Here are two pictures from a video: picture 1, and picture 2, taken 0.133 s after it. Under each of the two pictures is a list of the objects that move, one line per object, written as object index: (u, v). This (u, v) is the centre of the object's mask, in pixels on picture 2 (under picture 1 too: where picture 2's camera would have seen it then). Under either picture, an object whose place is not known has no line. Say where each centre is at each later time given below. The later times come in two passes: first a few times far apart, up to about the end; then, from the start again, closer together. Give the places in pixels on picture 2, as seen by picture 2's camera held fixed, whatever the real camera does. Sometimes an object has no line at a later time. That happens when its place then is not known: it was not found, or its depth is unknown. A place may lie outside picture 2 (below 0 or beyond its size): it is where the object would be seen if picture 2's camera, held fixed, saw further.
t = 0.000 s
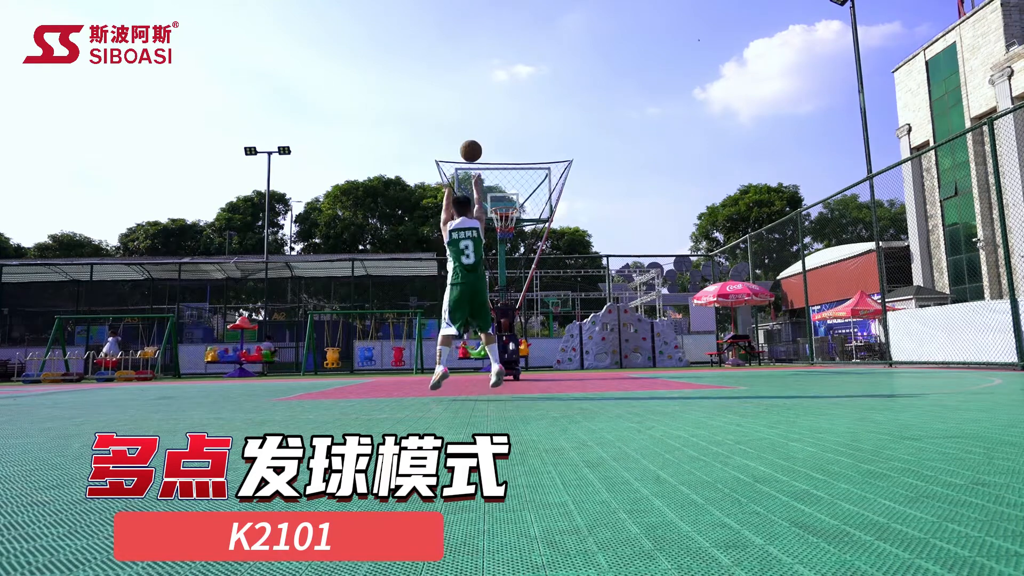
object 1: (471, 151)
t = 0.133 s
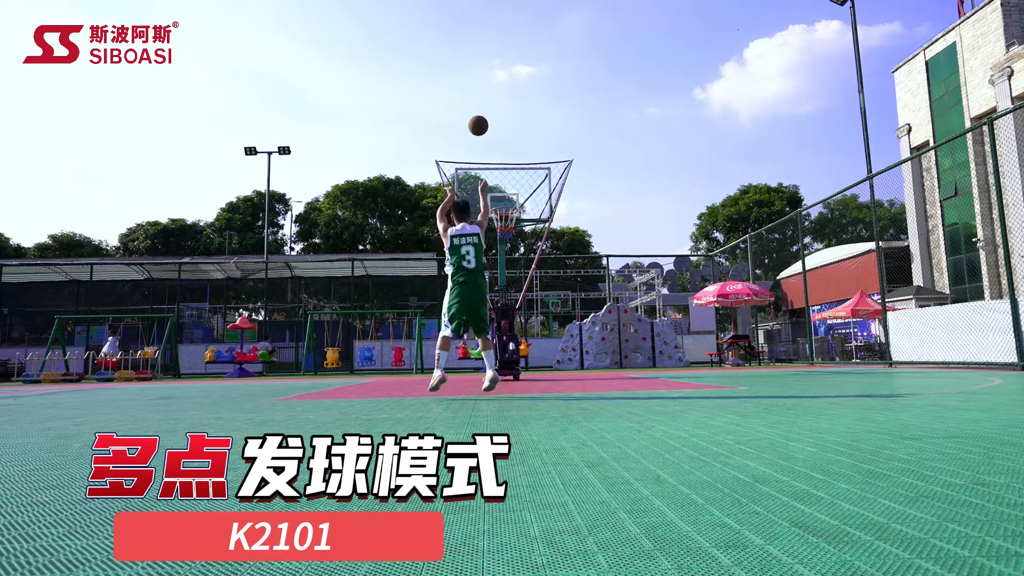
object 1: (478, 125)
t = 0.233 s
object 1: (484, 116)
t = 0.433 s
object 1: (493, 120)
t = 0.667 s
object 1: (503, 154)
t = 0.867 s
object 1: (509, 200)
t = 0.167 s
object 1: (480, 120)
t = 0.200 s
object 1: (482, 118)
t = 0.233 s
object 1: (484, 116)
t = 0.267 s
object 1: (486, 115)
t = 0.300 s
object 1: (487, 115)
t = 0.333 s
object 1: (489, 115)
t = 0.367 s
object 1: (490, 116)
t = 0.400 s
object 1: (491, 118)
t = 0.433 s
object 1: (493, 120)
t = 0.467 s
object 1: (495, 124)
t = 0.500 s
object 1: (496, 126)
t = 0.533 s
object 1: (497, 131)
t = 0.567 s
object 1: (499, 137)
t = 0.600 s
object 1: (500, 140)
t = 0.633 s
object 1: (501, 147)
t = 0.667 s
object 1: (503, 154)
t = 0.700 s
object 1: (503, 158)
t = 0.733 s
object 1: (505, 166)
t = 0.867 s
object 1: (509, 200)
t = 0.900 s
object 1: (510, 203)
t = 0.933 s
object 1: (508, 211)
